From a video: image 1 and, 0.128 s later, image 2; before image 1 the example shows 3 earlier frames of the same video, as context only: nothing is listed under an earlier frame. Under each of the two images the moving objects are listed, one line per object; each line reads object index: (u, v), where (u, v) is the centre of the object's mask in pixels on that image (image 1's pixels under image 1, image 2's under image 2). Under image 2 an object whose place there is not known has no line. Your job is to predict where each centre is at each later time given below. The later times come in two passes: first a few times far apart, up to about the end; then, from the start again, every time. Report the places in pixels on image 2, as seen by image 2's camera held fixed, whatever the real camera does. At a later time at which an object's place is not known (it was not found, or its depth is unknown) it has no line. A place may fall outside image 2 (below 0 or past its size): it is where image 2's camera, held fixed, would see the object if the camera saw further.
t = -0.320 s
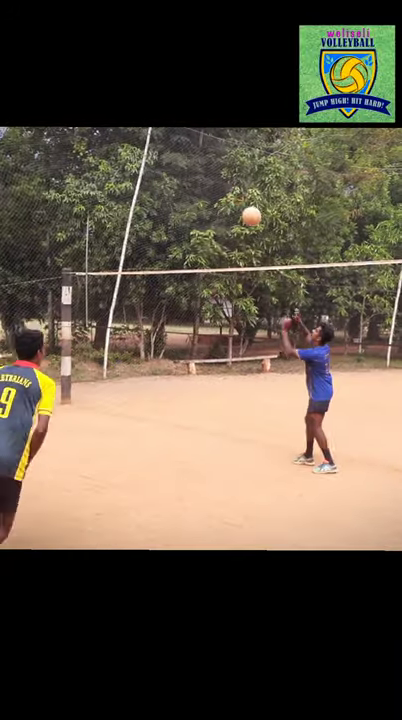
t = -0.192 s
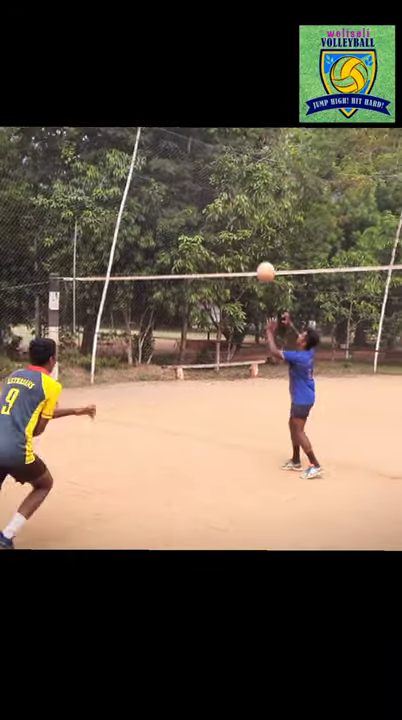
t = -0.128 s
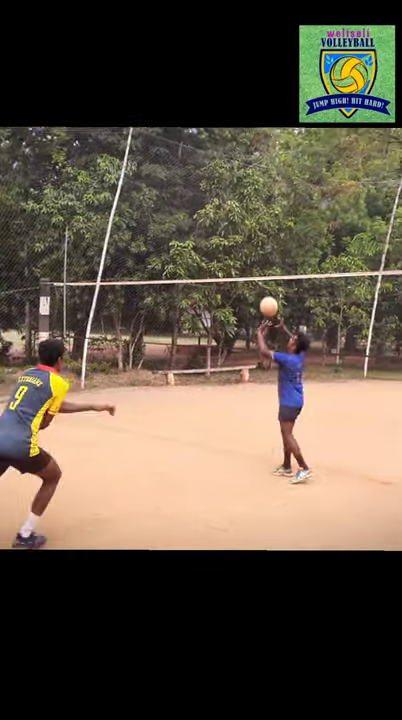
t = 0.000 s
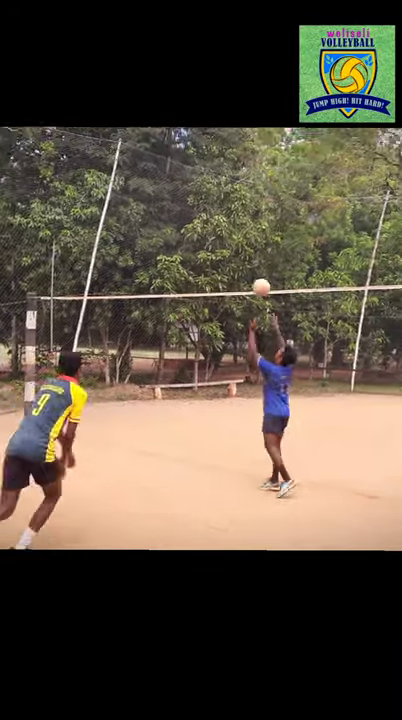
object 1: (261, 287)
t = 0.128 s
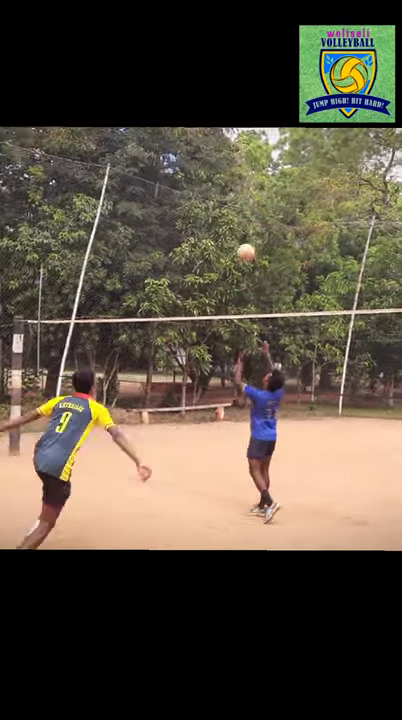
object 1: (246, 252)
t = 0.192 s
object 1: (242, 210)
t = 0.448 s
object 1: (233, 167)
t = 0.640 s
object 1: (227, 171)
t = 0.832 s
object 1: (220, 203)
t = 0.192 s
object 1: (242, 210)
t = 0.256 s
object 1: (239, 192)
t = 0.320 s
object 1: (236, 183)
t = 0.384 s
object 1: (234, 173)
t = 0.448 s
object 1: (233, 167)
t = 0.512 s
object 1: (231, 165)
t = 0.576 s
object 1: (229, 166)
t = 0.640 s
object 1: (227, 171)
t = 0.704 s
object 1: (224, 178)
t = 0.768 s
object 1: (221, 189)
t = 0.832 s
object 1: (220, 203)
